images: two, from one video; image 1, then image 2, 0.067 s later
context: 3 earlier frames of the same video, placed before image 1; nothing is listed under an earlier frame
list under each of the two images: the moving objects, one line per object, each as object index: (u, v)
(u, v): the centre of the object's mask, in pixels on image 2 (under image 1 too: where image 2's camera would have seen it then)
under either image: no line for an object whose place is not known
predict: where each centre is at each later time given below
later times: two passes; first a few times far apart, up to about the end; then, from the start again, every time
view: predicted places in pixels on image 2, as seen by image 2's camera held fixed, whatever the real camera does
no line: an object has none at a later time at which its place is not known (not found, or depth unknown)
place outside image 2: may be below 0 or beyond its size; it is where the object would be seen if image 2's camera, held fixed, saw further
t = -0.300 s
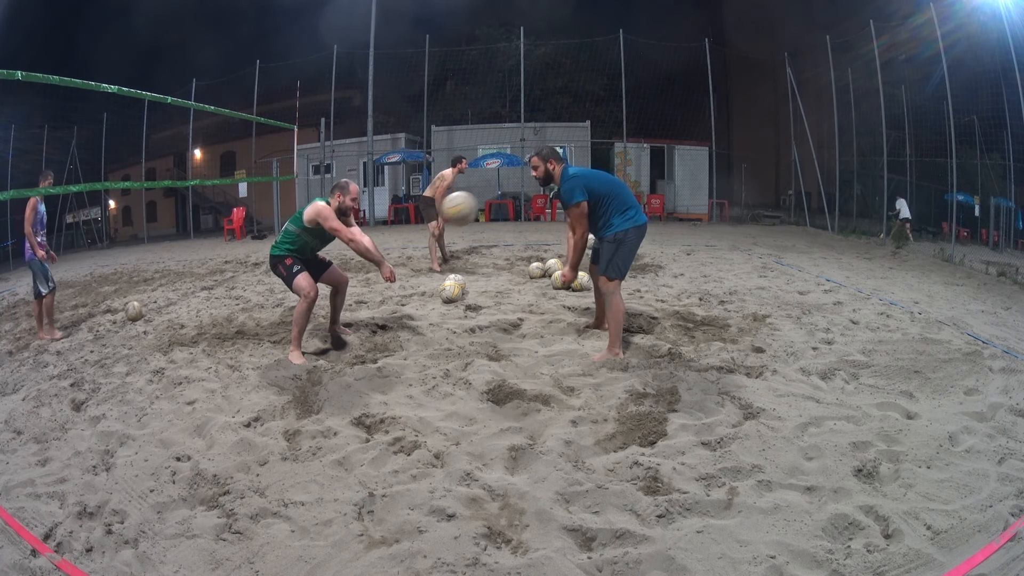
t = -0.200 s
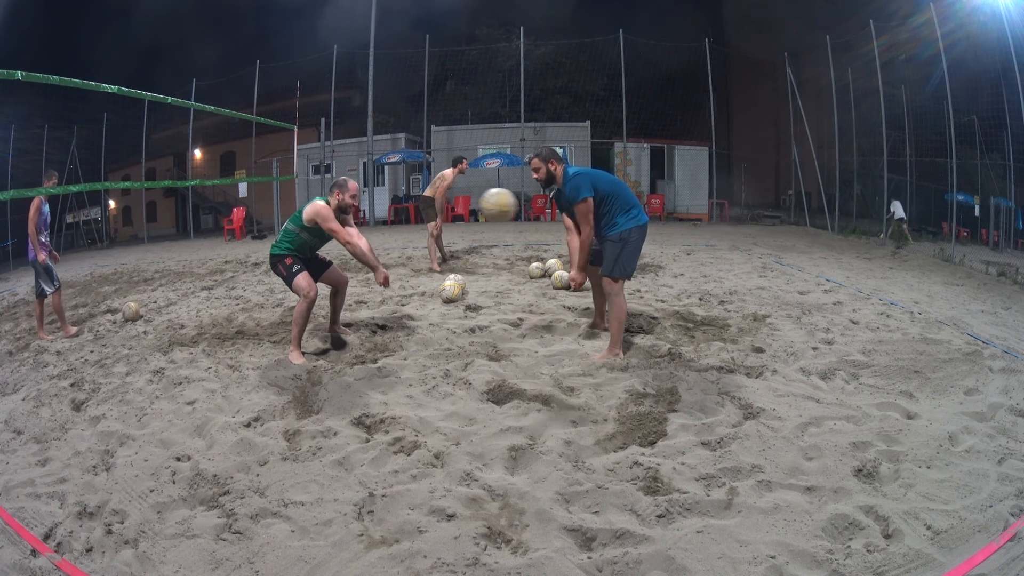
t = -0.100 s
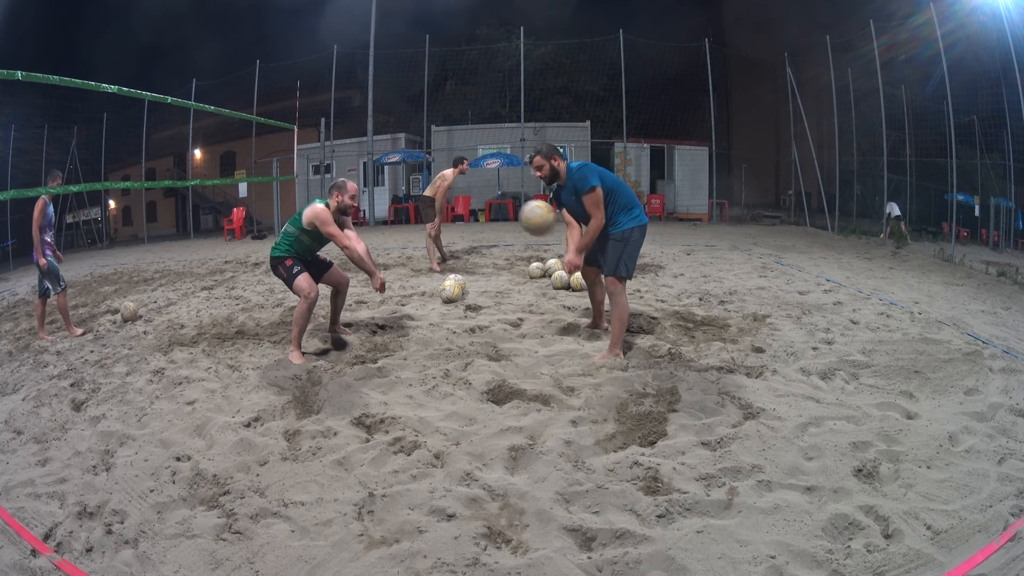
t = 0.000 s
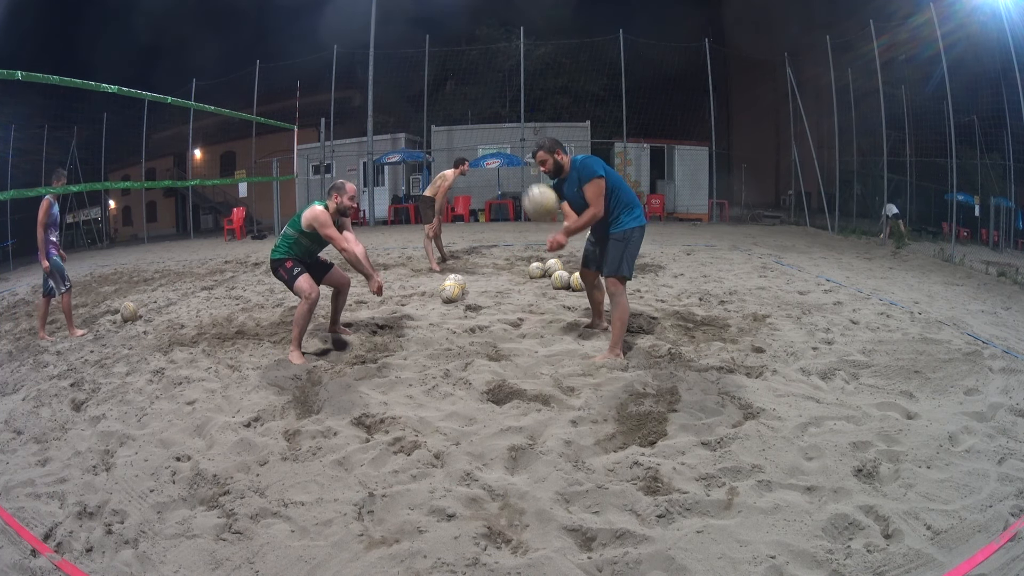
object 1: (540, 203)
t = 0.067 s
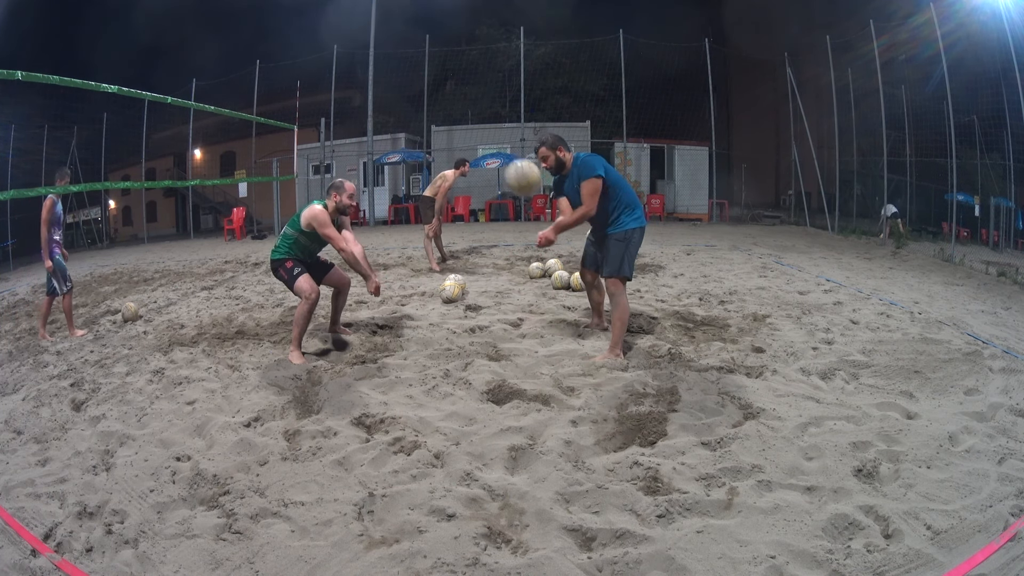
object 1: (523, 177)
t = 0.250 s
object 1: (473, 144)
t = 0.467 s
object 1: (418, 171)
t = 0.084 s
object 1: (518, 171)
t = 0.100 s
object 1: (514, 167)
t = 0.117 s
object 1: (510, 163)
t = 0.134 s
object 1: (505, 159)
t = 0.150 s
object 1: (500, 155)
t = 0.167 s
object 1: (496, 152)
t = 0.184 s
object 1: (491, 150)
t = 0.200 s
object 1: (486, 148)
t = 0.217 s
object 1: (482, 146)
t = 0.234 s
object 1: (478, 145)
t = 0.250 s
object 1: (473, 144)
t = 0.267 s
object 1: (469, 143)
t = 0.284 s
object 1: (464, 143)
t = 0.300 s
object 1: (460, 144)
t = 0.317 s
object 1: (456, 145)
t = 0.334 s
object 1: (452, 146)
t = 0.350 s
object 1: (447, 148)
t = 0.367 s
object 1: (443, 150)
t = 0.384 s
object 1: (438, 152)
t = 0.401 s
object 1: (434, 156)
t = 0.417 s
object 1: (430, 159)
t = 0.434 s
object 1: (426, 163)
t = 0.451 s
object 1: (422, 167)
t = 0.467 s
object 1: (418, 171)
